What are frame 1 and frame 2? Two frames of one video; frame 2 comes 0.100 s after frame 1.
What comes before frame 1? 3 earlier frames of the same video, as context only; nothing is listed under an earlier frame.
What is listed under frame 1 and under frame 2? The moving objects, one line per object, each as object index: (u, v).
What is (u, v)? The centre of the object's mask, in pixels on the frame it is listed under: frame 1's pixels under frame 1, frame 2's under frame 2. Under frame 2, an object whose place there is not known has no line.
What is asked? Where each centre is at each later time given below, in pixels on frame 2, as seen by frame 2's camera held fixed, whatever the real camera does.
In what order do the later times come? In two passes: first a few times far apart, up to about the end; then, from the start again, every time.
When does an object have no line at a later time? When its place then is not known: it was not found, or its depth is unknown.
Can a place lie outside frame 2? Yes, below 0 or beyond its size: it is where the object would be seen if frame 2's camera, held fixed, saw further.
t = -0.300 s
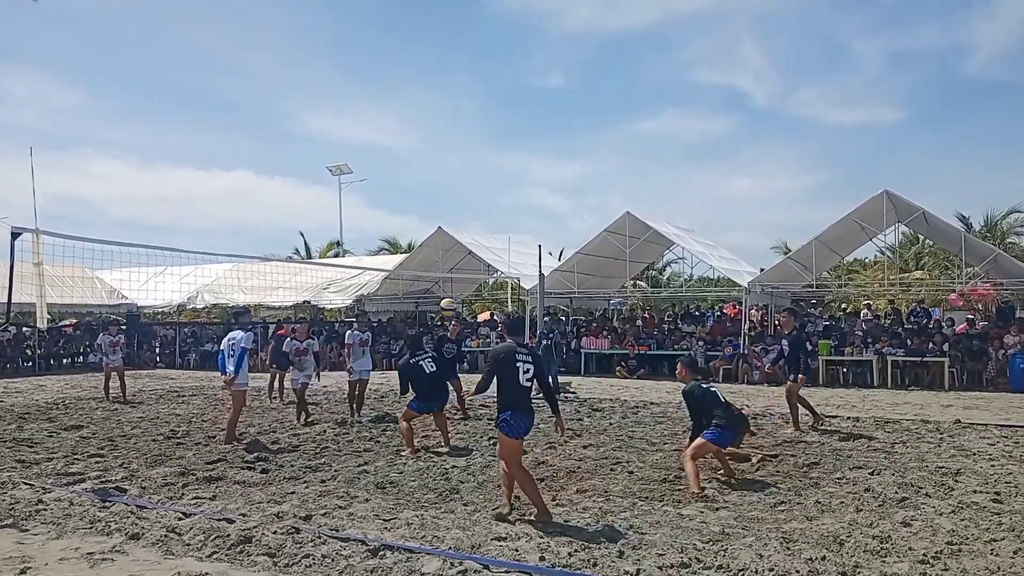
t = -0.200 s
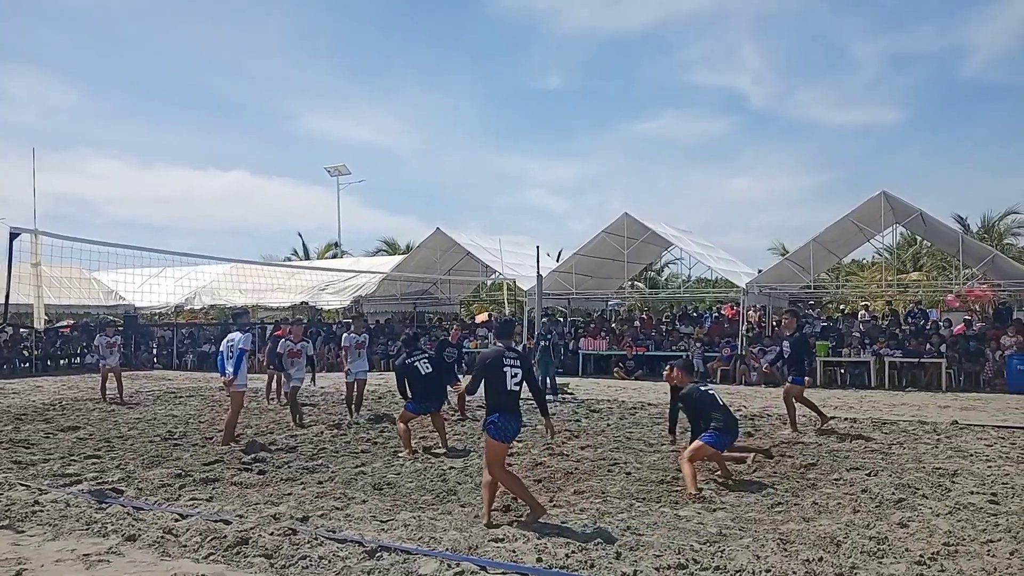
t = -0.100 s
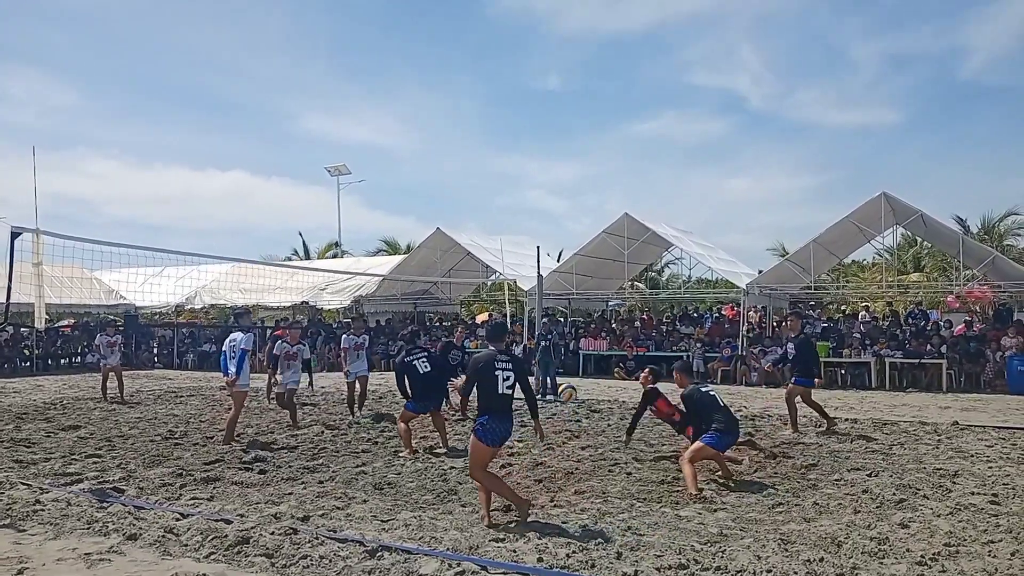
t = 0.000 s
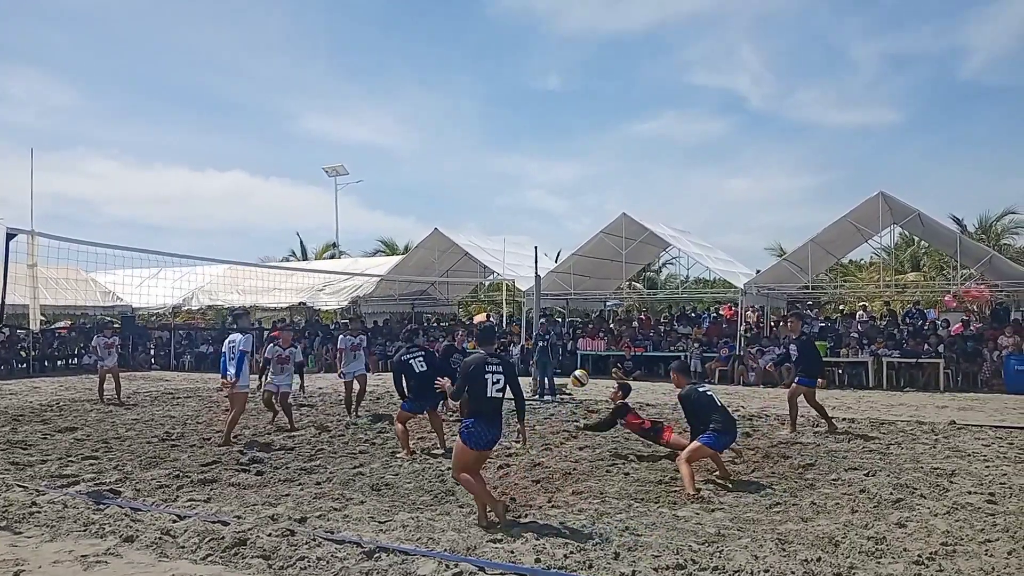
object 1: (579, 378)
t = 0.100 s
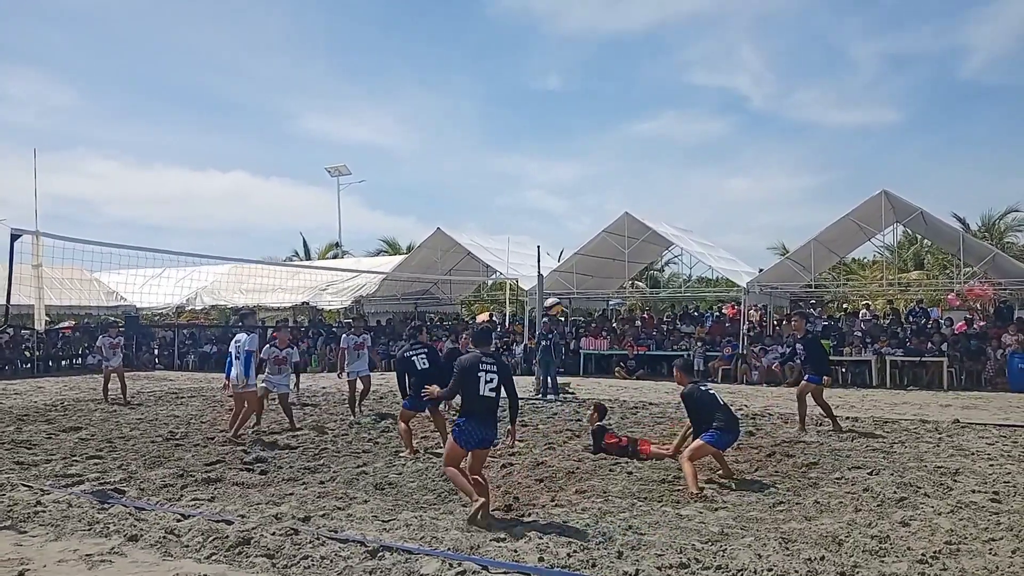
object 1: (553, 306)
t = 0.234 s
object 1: (520, 232)
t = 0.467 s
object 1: (476, 146)
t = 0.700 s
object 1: (441, 108)
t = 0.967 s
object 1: (409, 109)
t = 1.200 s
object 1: (385, 141)
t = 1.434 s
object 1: (363, 200)
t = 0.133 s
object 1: (544, 285)
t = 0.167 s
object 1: (536, 267)
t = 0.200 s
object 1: (528, 248)
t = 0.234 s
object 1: (520, 232)
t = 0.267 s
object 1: (513, 217)
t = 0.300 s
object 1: (506, 202)
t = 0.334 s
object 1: (500, 188)
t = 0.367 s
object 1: (493, 176)
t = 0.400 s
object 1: (487, 165)
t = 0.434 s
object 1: (481, 156)
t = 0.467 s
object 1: (476, 146)
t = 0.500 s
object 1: (471, 138)
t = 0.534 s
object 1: (465, 131)
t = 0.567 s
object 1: (459, 125)
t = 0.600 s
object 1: (455, 119)
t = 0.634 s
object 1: (450, 115)
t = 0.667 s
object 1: (445, 111)
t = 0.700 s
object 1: (441, 108)
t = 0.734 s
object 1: (436, 106)
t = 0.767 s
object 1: (432, 104)
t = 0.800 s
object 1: (428, 103)
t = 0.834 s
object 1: (424, 103)
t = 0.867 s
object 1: (419, 103)
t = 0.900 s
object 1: (416, 105)
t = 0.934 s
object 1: (412, 107)
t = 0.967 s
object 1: (409, 109)
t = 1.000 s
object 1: (406, 111)
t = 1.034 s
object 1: (402, 115)
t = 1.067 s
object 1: (398, 119)
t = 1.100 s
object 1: (395, 124)
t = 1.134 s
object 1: (392, 129)
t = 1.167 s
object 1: (389, 135)
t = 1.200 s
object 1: (385, 141)
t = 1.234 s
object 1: (382, 149)
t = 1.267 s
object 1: (379, 156)
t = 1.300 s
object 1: (376, 164)
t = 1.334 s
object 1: (373, 171)
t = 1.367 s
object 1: (369, 180)
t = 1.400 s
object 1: (366, 190)
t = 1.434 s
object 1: (363, 200)
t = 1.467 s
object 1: (360, 209)
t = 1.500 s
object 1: (357, 221)
